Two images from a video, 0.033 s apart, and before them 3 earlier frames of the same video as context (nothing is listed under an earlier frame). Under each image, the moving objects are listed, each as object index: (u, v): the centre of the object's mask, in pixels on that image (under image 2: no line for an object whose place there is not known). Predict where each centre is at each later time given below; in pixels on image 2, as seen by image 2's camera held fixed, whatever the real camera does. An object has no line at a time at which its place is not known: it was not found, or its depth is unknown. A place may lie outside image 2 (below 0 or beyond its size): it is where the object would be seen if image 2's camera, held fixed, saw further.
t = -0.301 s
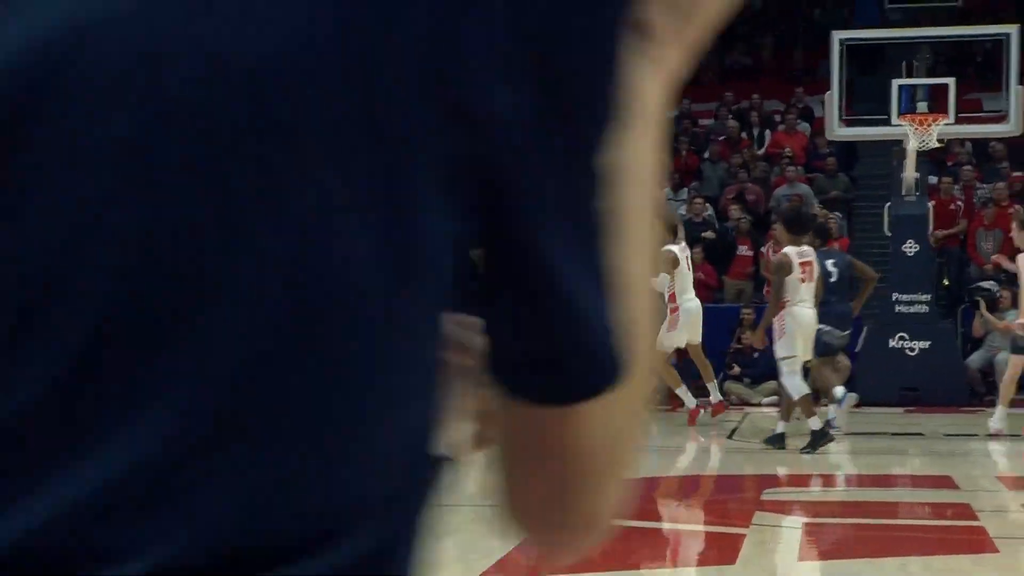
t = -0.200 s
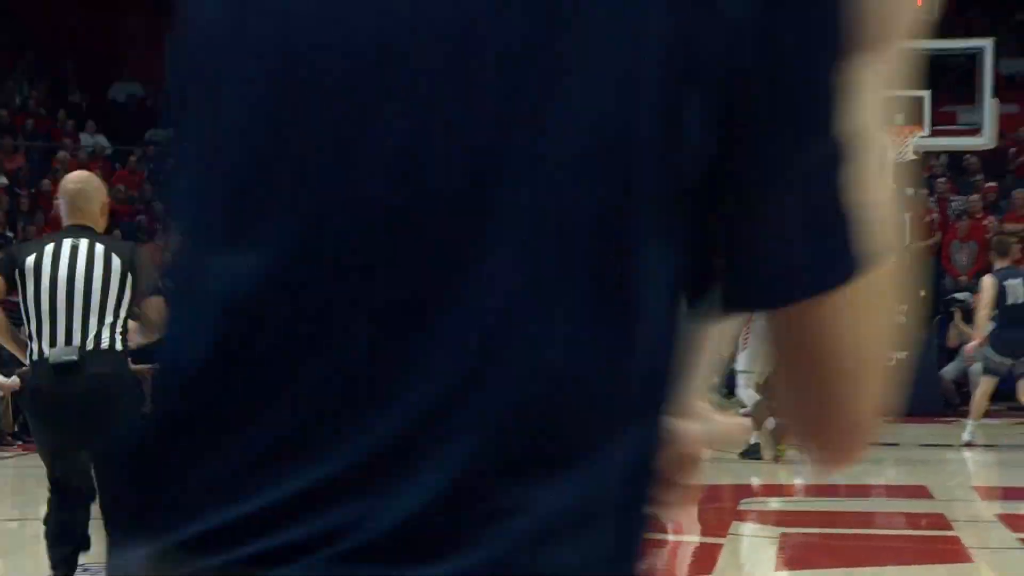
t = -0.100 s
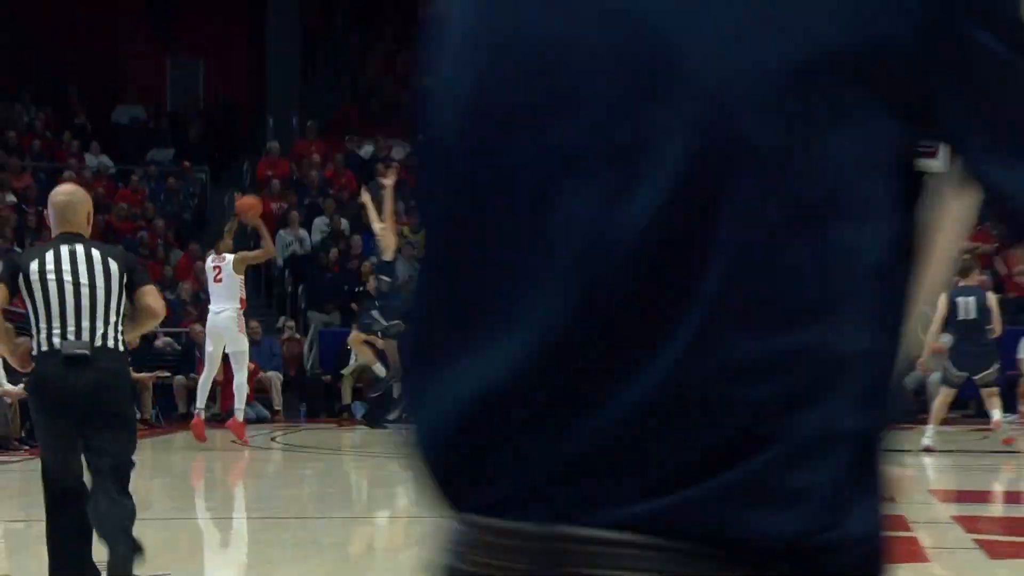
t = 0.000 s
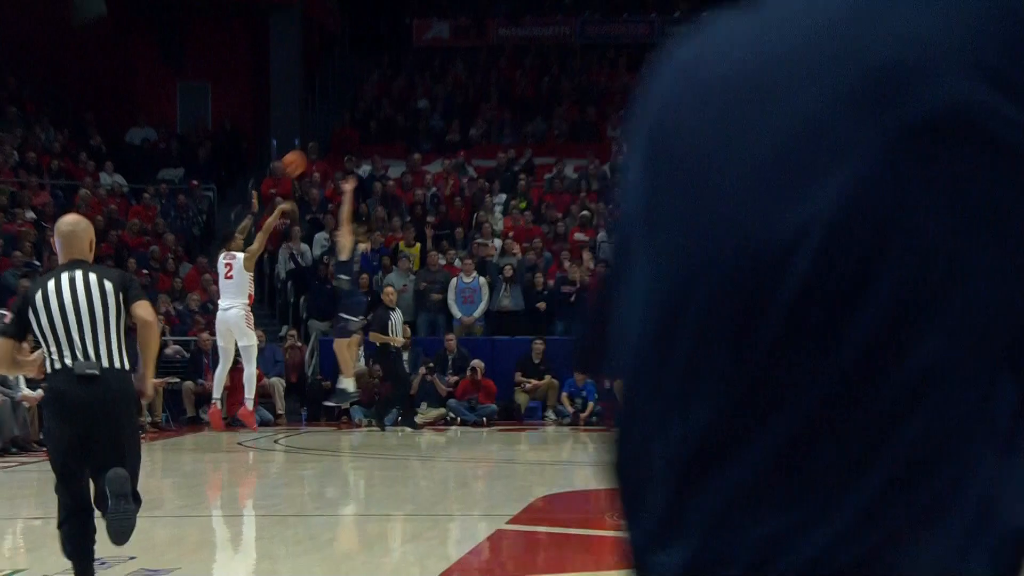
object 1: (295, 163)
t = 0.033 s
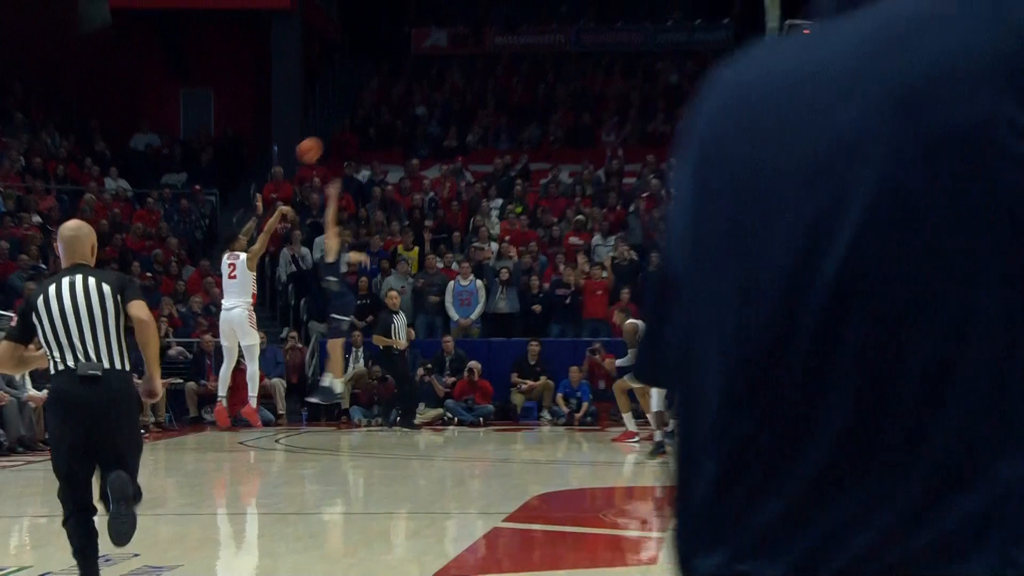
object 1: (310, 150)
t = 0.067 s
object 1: (325, 130)
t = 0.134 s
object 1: (356, 96)
